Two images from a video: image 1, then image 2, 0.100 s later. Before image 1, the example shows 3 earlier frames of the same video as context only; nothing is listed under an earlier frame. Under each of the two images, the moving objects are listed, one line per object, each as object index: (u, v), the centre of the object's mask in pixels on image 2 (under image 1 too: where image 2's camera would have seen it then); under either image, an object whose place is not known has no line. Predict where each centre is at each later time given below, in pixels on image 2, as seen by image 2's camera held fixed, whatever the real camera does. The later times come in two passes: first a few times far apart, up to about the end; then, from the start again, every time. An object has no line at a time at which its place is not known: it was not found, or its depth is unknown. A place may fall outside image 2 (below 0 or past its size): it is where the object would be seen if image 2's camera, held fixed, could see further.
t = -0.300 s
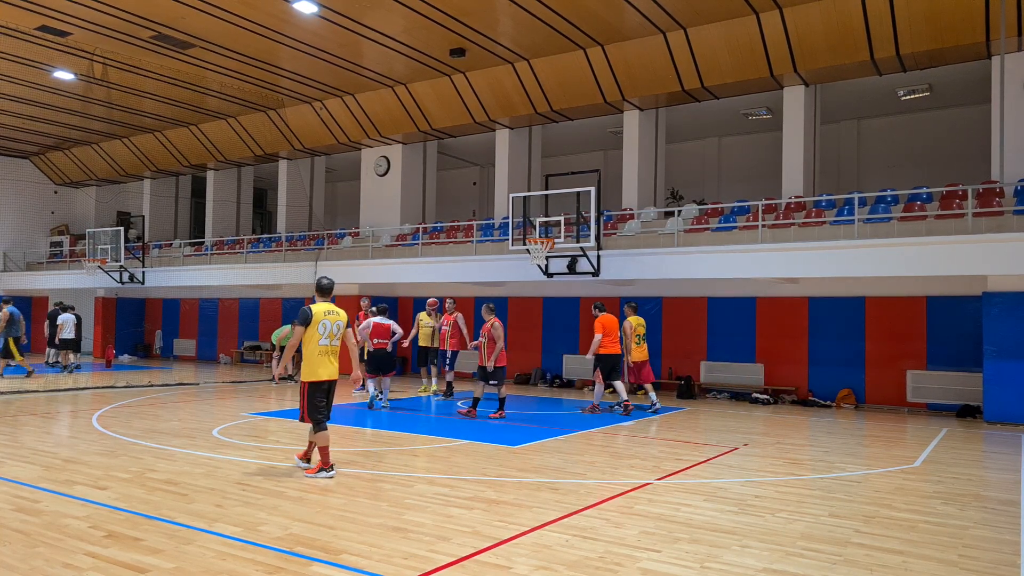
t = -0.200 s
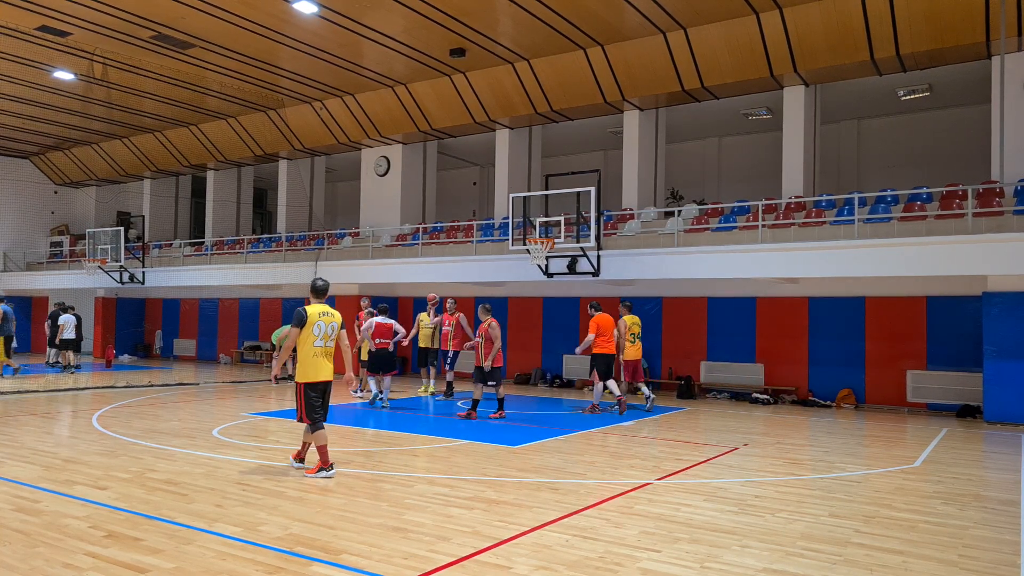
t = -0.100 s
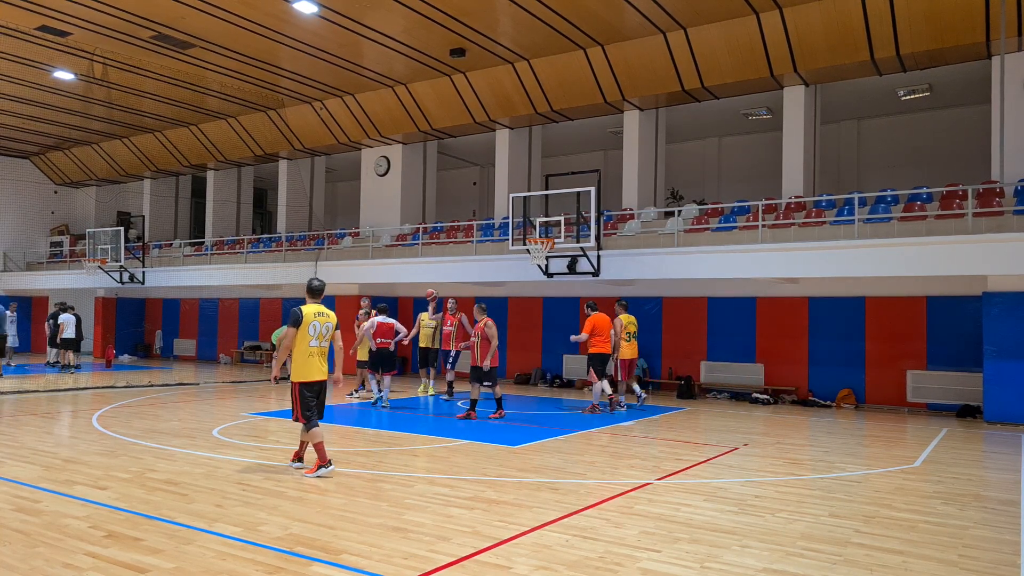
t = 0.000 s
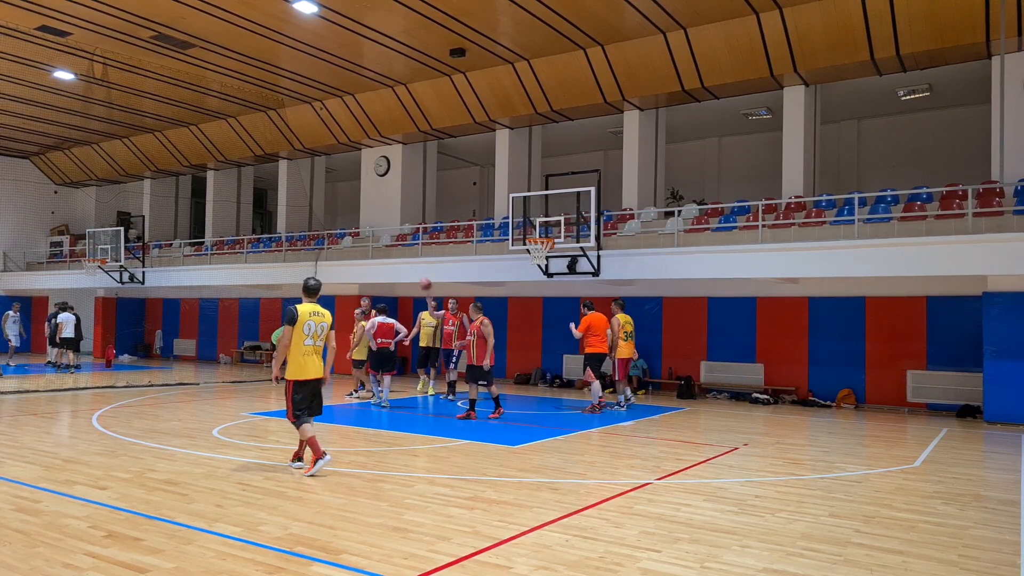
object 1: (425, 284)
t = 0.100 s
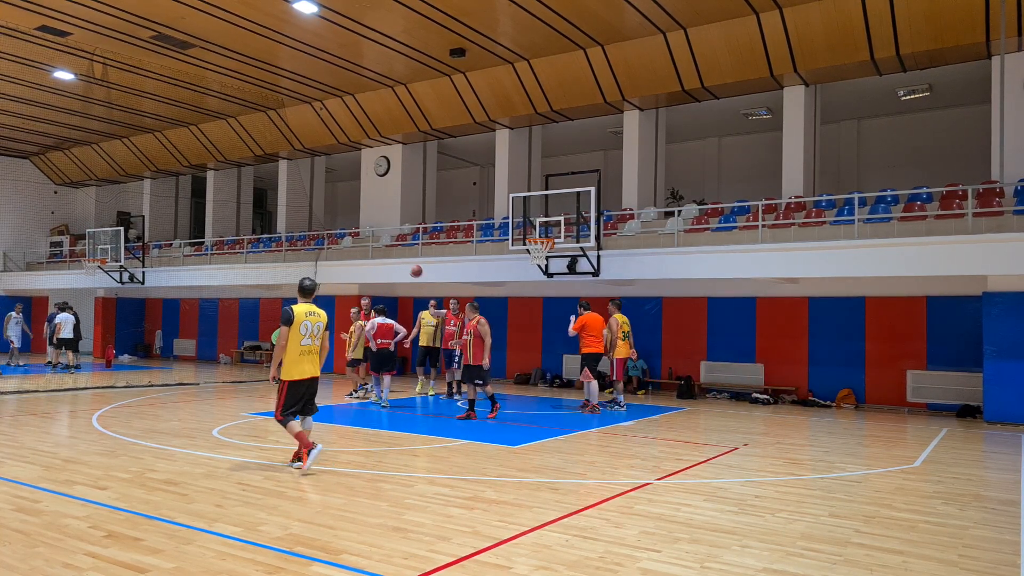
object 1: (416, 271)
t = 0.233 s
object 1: (401, 260)
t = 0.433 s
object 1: (377, 262)
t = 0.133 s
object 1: (412, 268)
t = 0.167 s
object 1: (409, 265)
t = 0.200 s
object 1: (405, 262)
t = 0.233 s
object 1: (401, 260)
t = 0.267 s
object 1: (397, 258)
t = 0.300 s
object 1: (393, 259)
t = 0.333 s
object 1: (390, 258)
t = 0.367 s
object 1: (386, 259)
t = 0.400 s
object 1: (381, 260)
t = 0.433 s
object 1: (377, 262)
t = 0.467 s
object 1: (372, 266)
